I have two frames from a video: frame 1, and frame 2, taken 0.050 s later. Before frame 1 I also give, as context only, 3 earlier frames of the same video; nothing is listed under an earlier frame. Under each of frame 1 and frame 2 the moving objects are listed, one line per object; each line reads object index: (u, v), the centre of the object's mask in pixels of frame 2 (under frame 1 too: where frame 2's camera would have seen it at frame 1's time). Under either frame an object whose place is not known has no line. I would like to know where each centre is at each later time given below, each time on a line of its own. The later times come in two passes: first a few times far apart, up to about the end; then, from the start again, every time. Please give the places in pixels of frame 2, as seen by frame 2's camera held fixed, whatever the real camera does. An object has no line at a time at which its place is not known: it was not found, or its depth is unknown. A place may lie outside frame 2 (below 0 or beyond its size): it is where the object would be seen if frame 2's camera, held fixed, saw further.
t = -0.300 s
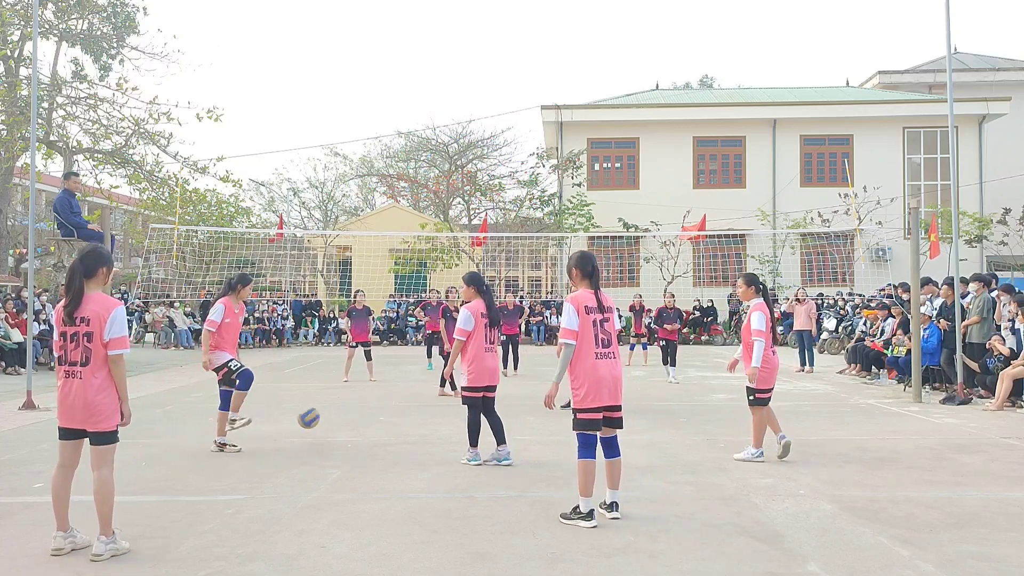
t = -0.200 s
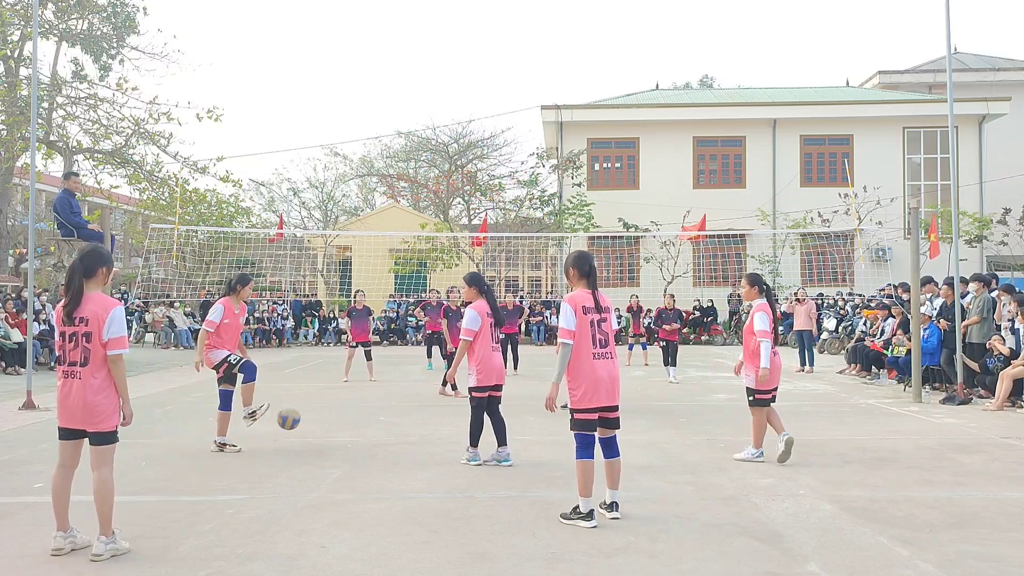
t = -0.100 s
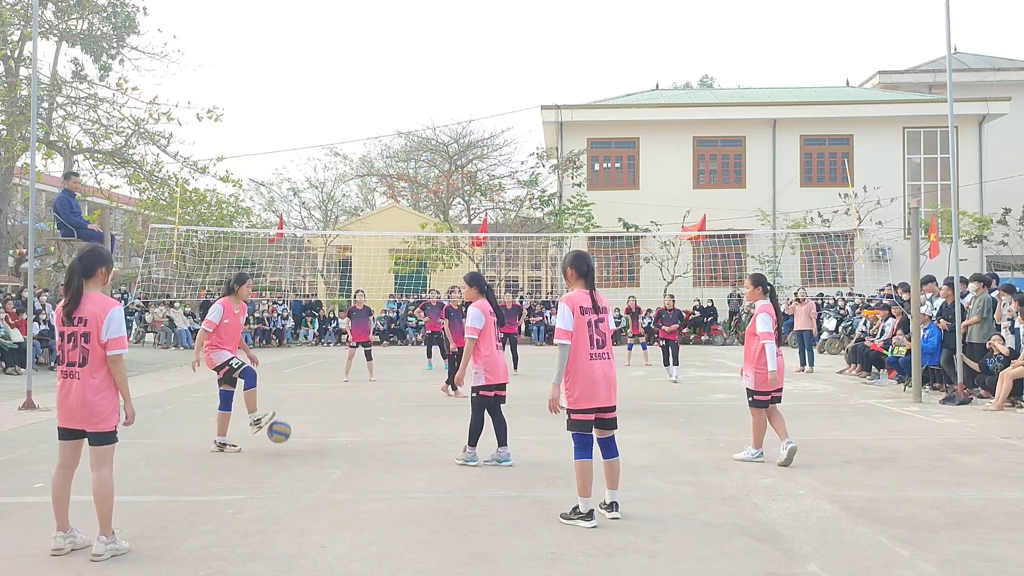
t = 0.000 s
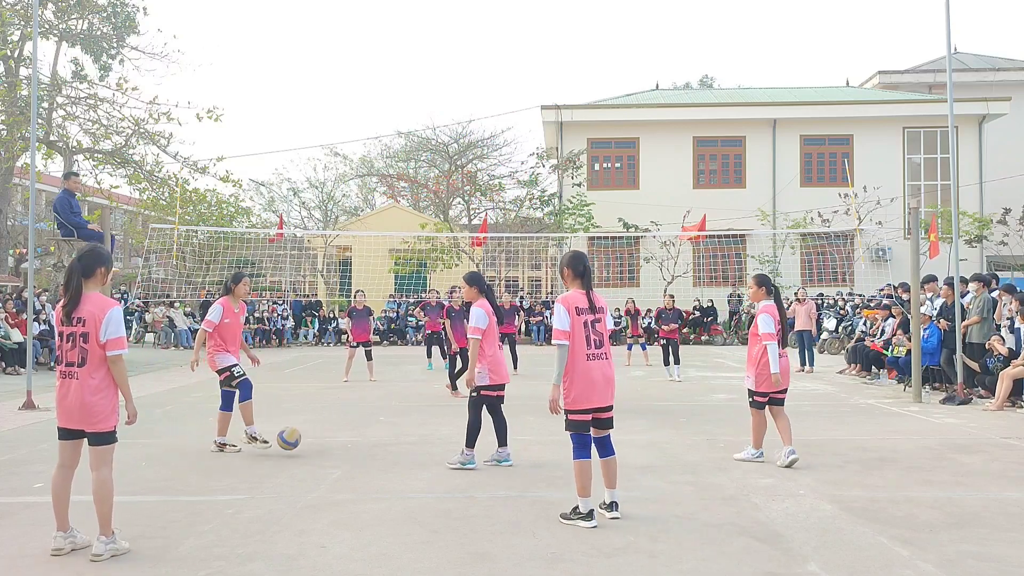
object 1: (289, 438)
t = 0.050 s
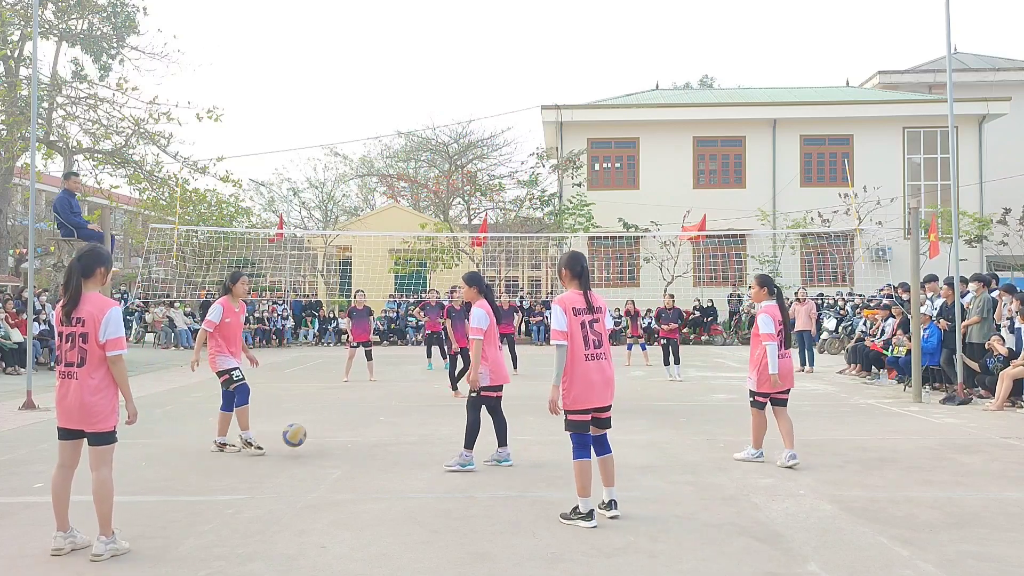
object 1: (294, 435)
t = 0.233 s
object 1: (314, 447)
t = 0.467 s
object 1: (328, 448)
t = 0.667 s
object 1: (342, 449)
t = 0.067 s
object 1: (296, 435)
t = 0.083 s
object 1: (298, 435)
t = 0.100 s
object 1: (299, 435)
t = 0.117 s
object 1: (301, 436)
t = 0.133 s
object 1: (303, 436)
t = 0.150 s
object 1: (305, 437)
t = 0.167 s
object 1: (307, 439)
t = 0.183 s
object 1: (308, 441)
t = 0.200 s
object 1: (310, 443)
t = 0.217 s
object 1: (312, 446)
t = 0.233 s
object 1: (314, 447)
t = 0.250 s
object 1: (315, 444)
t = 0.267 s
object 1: (316, 443)
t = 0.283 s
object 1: (317, 441)
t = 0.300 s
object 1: (318, 441)
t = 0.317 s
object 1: (319, 439)
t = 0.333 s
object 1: (320, 439)
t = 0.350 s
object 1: (321, 439)
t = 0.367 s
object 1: (322, 440)
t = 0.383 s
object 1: (323, 440)
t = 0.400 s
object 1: (324, 441)
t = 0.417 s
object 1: (325, 442)
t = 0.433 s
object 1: (326, 444)
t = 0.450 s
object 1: (327, 445)
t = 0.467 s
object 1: (328, 448)
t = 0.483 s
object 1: (329, 449)
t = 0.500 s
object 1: (330, 447)
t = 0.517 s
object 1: (331, 446)
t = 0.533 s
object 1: (333, 445)
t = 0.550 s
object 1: (334, 445)
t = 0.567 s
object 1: (335, 444)
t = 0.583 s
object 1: (336, 444)
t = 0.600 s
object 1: (337, 444)
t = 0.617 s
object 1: (338, 445)
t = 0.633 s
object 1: (340, 446)
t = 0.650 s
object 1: (341, 447)
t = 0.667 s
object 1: (342, 449)
